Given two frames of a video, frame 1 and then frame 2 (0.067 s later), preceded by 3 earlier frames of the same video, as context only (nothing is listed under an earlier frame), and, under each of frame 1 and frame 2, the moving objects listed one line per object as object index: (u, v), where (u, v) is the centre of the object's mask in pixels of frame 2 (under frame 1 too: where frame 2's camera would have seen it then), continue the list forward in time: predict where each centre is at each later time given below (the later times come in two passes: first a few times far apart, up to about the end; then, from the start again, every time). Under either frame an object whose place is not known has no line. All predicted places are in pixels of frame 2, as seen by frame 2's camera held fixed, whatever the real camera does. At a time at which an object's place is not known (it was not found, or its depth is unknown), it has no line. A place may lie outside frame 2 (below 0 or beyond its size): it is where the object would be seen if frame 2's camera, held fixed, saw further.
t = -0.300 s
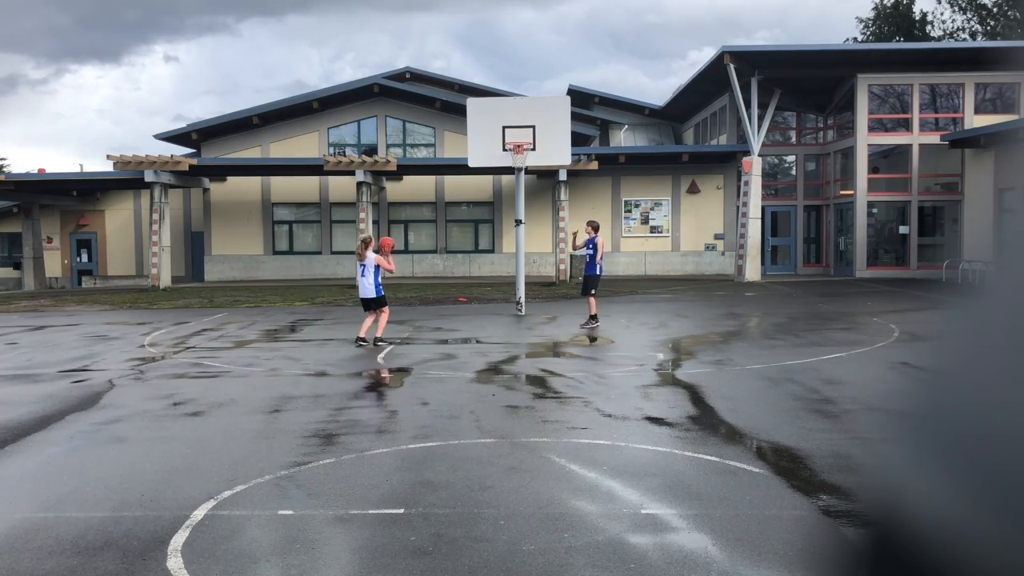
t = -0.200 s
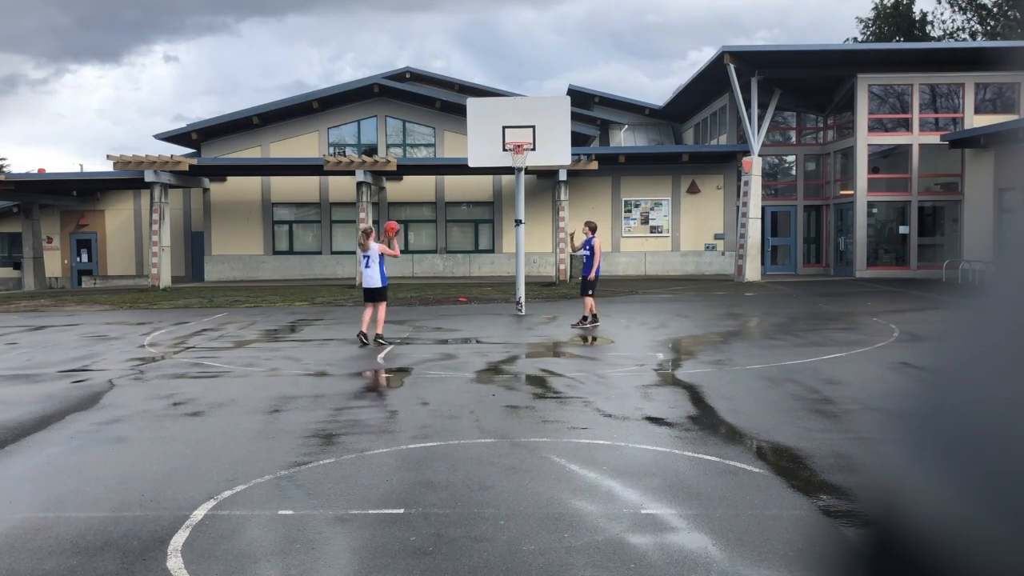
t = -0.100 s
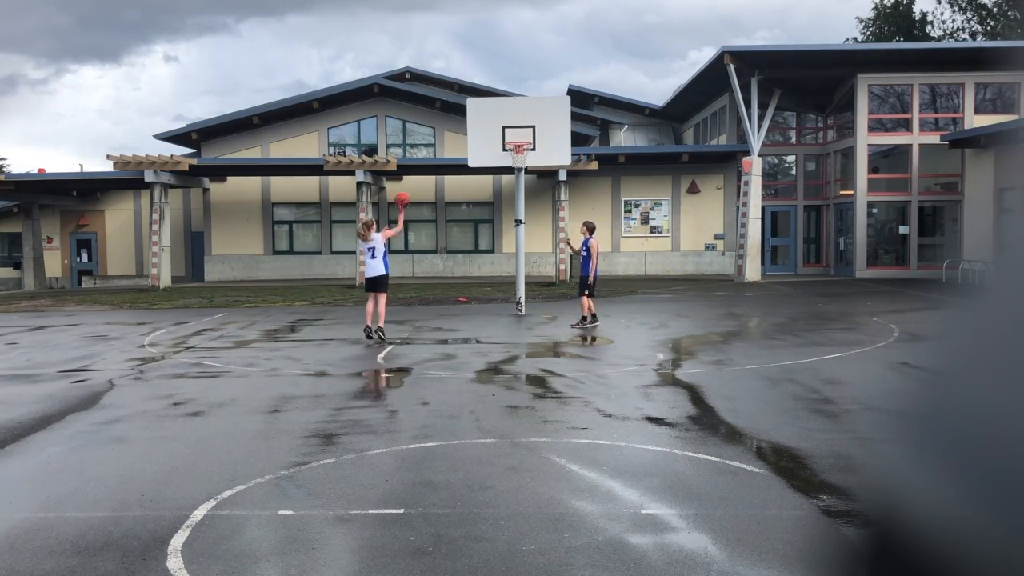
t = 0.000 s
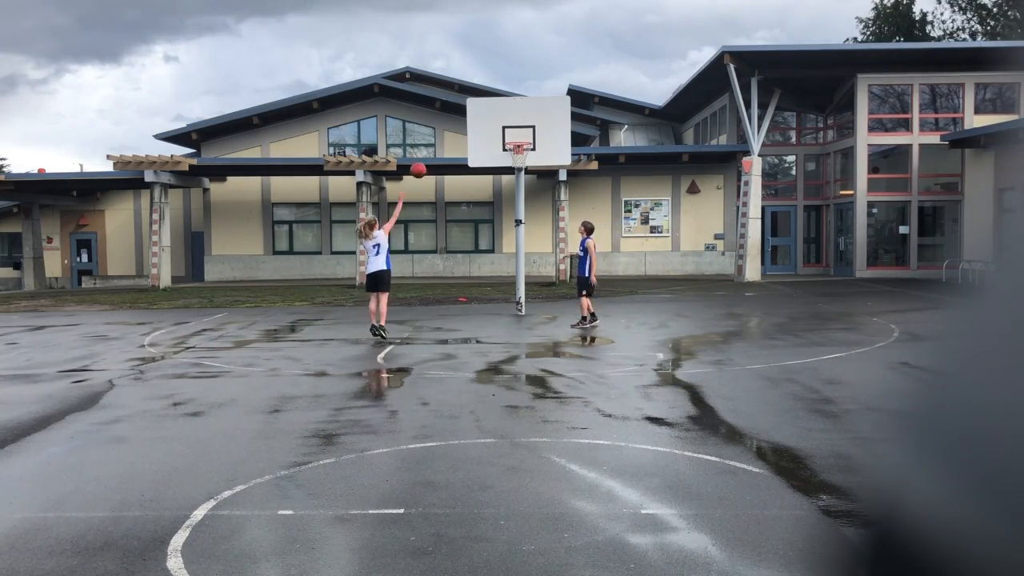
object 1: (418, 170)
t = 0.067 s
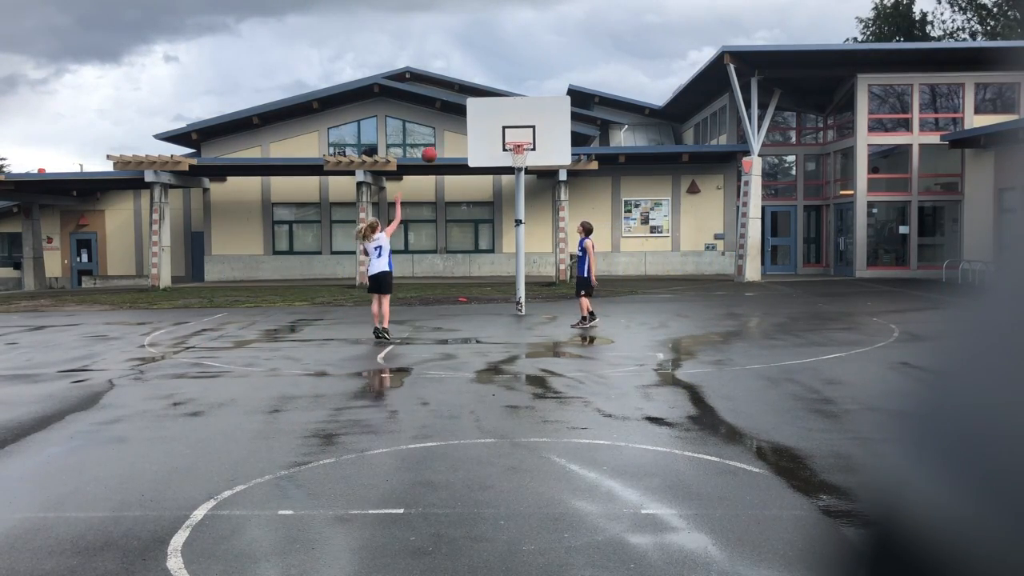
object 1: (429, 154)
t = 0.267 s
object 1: (459, 127)
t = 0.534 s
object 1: (496, 131)
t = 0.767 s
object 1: (484, 142)
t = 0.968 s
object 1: (454, 163)
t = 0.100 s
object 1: (434, 148)
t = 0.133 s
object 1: (439, 142)
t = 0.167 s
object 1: (444, 137)
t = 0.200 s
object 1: (449, 133)
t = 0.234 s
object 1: (454, 130)
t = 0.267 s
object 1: (459, 127)
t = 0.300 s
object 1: (464, 125)
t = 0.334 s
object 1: (469, 124)
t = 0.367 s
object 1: (473, 124)
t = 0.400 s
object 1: (478, 124)
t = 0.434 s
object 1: (483, 124)
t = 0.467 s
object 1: (487, 126)
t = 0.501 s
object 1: (491, 128)
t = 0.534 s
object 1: (496, 131)
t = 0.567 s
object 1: (500, 134)
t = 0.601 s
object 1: (504, 138)
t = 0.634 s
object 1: (504, 140)
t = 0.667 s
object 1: (499, 140)
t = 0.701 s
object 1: (494, 139)
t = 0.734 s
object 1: (489, 140)
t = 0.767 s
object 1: (484, 142)
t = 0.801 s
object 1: (479, 144)
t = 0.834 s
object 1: (474, 146)
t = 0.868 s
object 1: (469, 150)
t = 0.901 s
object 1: (463, 153)
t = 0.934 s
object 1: (459, 159)
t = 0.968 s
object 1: (454, 163)
